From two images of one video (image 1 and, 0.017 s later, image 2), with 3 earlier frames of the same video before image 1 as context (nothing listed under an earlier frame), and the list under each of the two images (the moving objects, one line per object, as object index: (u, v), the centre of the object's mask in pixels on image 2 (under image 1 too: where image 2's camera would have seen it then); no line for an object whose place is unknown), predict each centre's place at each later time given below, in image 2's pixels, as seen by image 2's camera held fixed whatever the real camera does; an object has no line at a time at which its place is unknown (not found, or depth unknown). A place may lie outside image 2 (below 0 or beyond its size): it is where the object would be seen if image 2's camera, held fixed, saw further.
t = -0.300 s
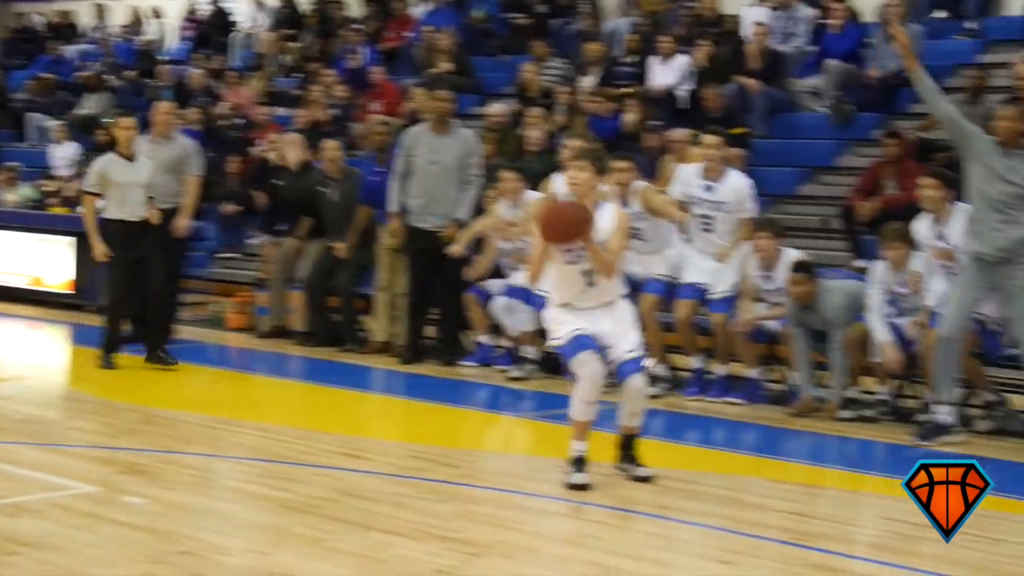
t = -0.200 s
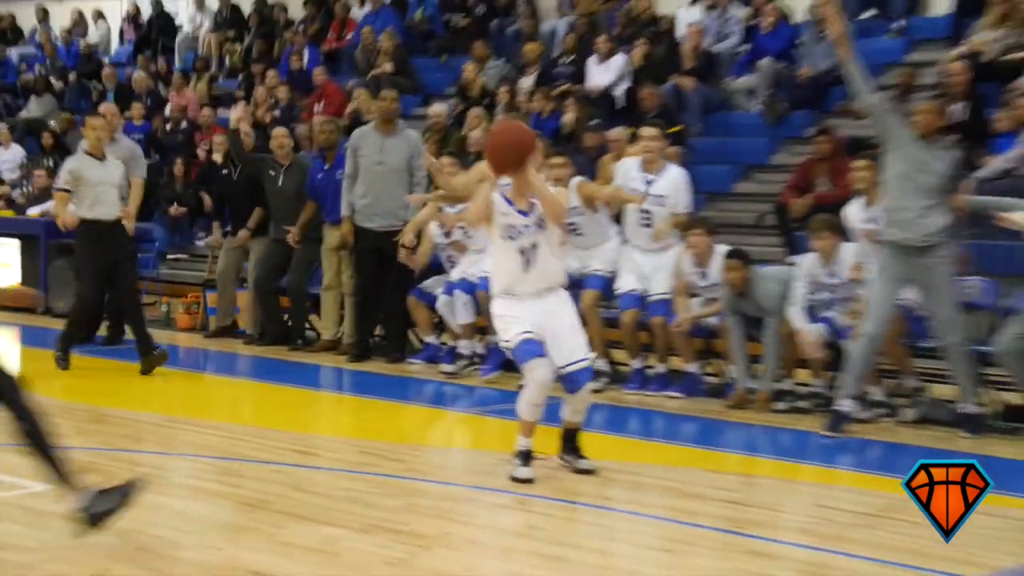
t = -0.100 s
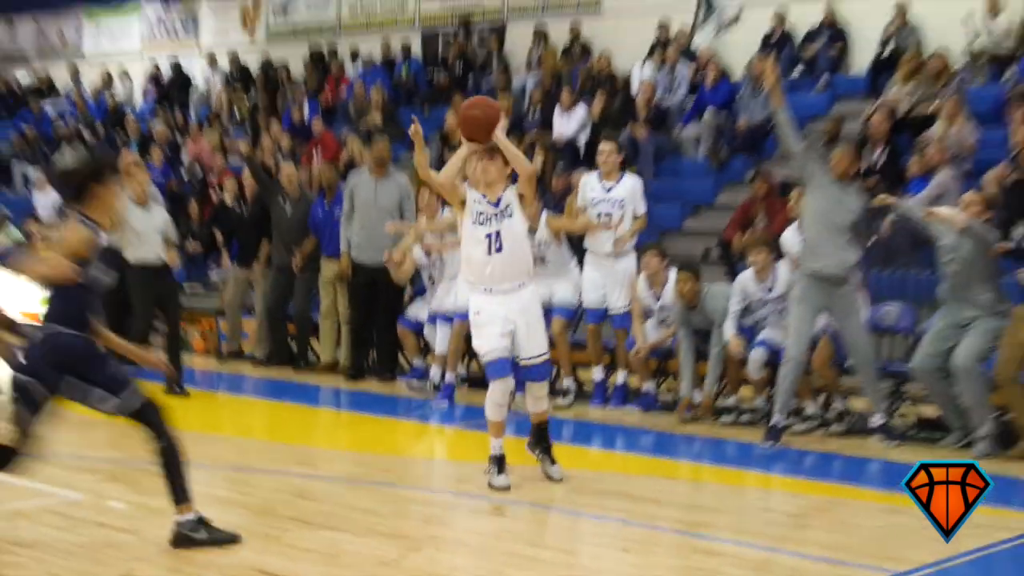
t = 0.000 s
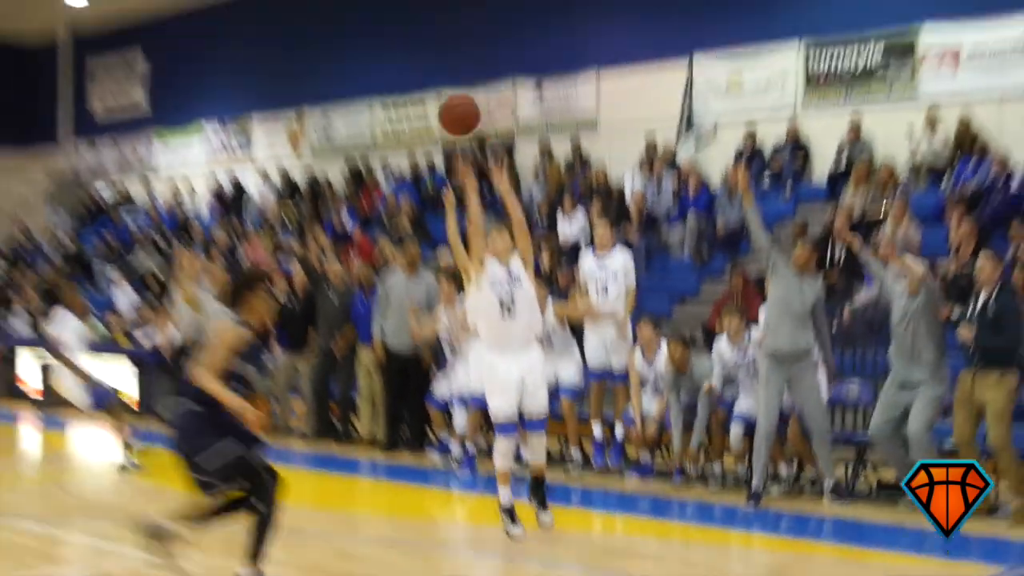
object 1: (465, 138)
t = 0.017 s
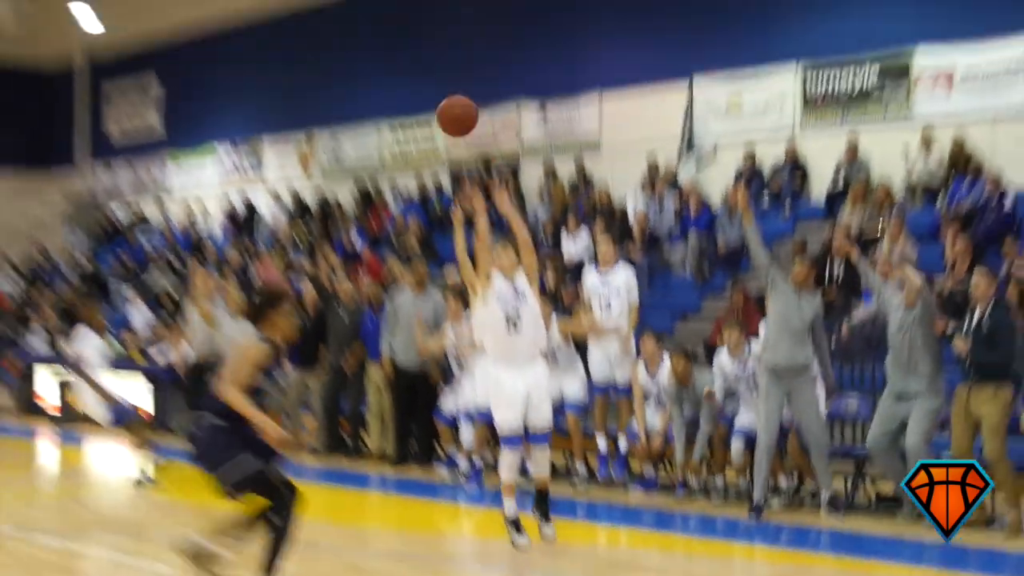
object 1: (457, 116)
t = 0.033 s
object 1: (449, 95)
